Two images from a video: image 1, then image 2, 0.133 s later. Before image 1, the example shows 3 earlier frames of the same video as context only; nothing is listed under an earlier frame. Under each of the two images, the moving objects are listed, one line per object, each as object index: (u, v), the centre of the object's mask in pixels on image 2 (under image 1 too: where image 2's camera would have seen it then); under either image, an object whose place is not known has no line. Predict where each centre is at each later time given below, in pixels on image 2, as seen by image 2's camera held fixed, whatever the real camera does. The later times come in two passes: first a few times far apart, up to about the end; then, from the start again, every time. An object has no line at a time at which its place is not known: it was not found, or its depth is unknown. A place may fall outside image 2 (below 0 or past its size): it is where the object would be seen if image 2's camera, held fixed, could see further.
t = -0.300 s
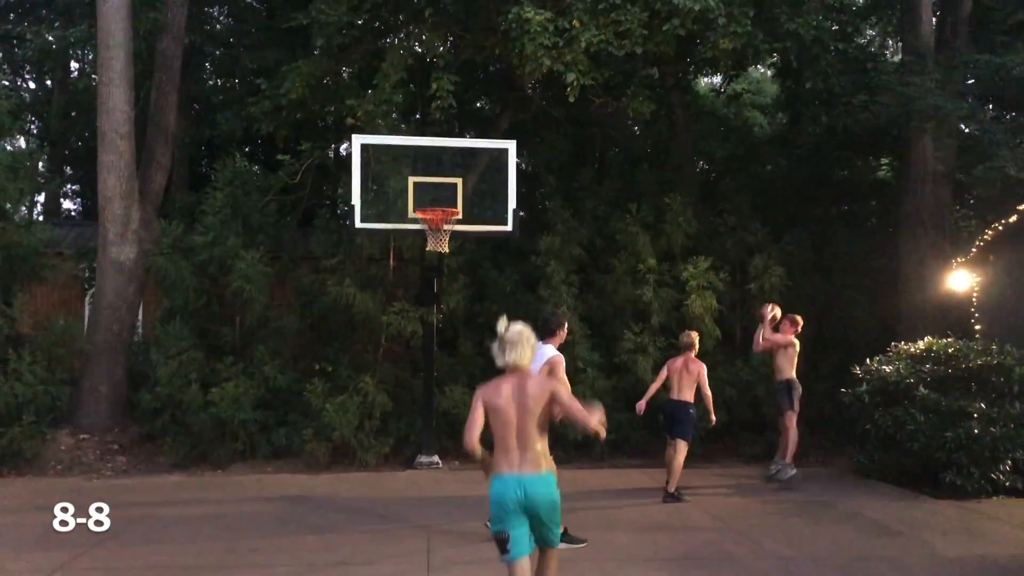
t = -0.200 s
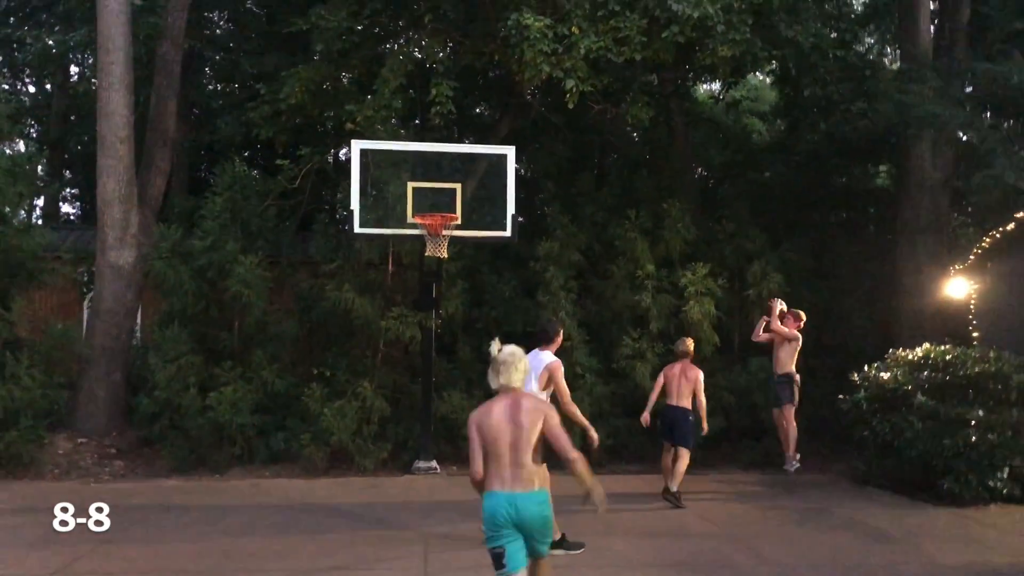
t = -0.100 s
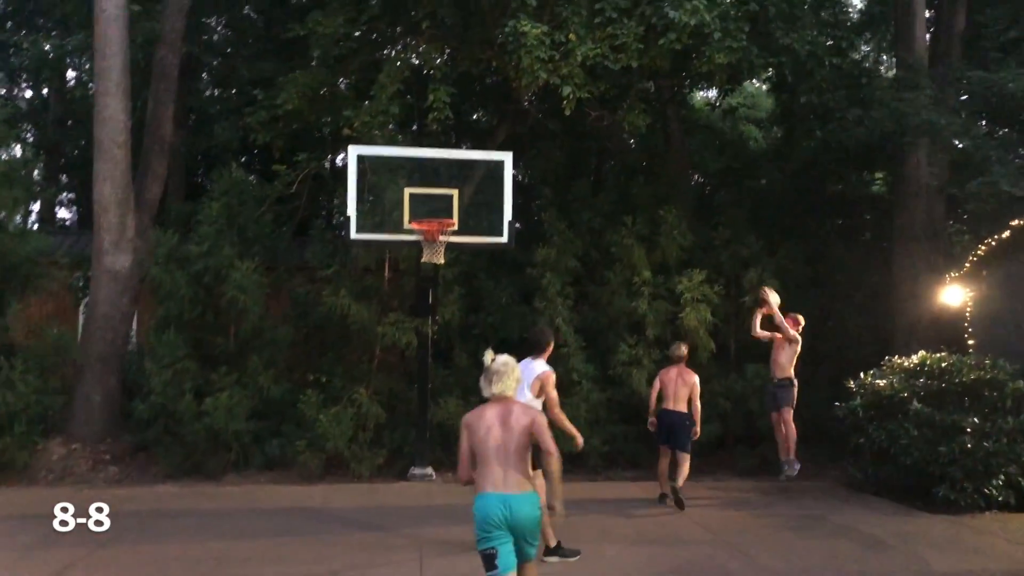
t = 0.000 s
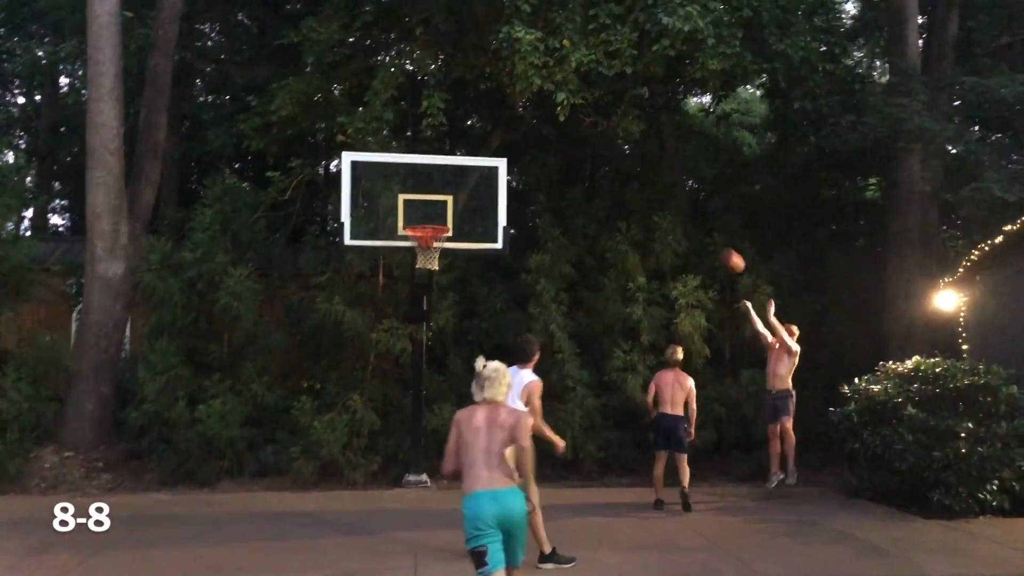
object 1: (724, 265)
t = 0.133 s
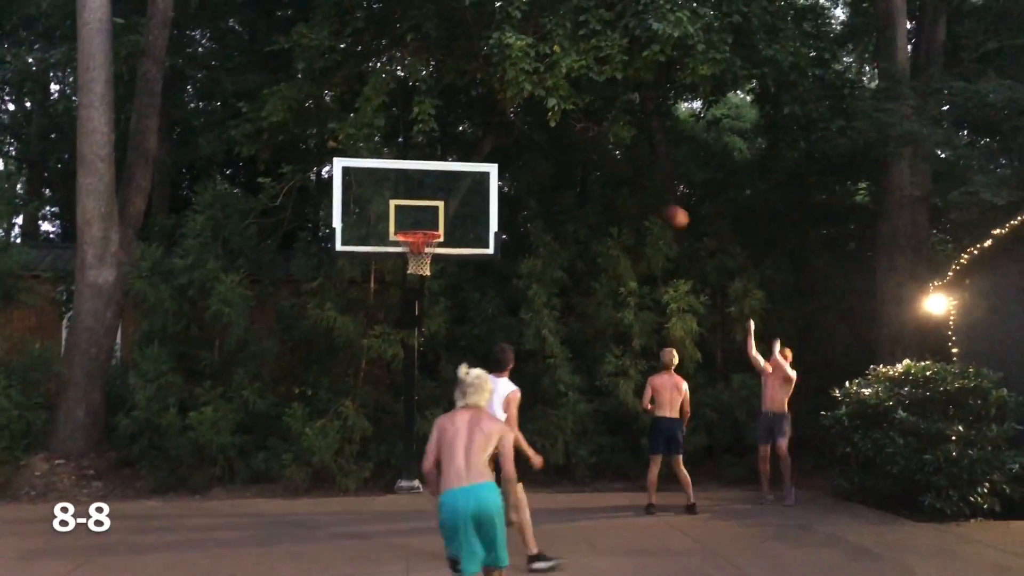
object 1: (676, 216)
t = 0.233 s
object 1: (643, 189)
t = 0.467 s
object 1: (565, 159)
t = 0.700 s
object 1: (508, 167)
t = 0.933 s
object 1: (521, 208)
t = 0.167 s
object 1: (665, 206)
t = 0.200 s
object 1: (654, 197)
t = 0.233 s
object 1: (643, 189)
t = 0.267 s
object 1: (632, 182)
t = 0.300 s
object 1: (621, 176)
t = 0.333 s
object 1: (609, 171)
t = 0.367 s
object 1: (597, 167)
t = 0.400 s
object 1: (586, 163)
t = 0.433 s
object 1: (576, 160)
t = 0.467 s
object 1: (565, 159)
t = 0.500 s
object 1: (554, 158)
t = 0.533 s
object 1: (542, 158)
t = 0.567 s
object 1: (531, 159)
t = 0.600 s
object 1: (520, 161)
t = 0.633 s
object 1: (509, 164)
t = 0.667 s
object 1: (505, 166)
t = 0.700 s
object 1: (508, 167)
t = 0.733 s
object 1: (509, 170)
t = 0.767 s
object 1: (512, 174)
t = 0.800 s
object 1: (514, 178)
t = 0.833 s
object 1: (516, 184)
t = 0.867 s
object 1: (517, 191)
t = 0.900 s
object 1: (519, 199)
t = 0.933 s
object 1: (521, 208)
